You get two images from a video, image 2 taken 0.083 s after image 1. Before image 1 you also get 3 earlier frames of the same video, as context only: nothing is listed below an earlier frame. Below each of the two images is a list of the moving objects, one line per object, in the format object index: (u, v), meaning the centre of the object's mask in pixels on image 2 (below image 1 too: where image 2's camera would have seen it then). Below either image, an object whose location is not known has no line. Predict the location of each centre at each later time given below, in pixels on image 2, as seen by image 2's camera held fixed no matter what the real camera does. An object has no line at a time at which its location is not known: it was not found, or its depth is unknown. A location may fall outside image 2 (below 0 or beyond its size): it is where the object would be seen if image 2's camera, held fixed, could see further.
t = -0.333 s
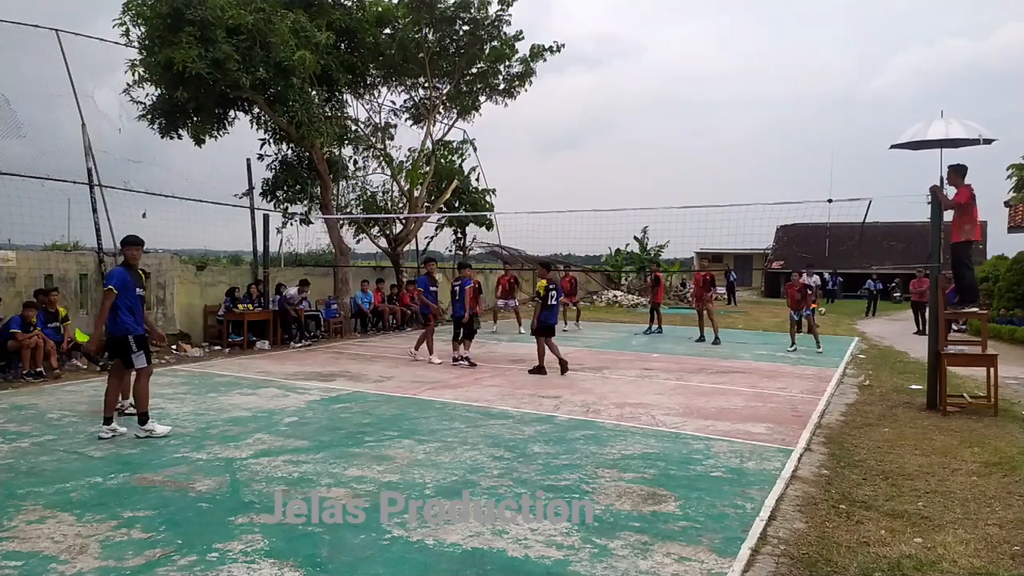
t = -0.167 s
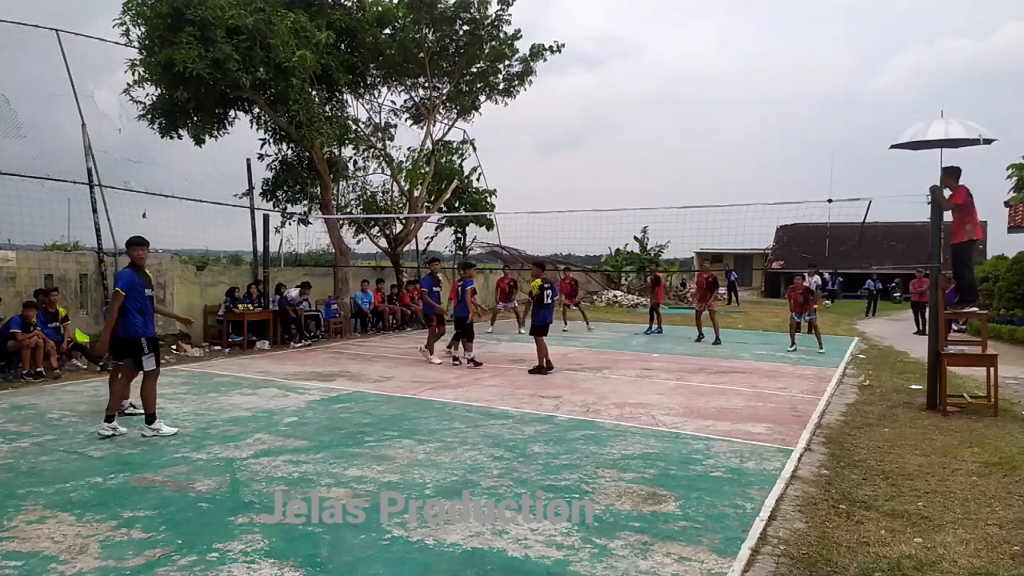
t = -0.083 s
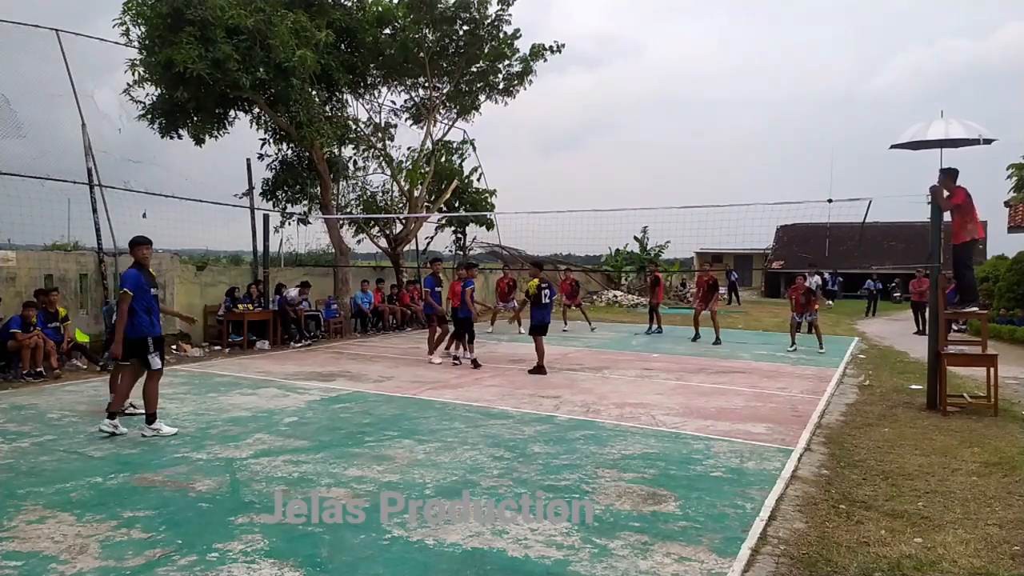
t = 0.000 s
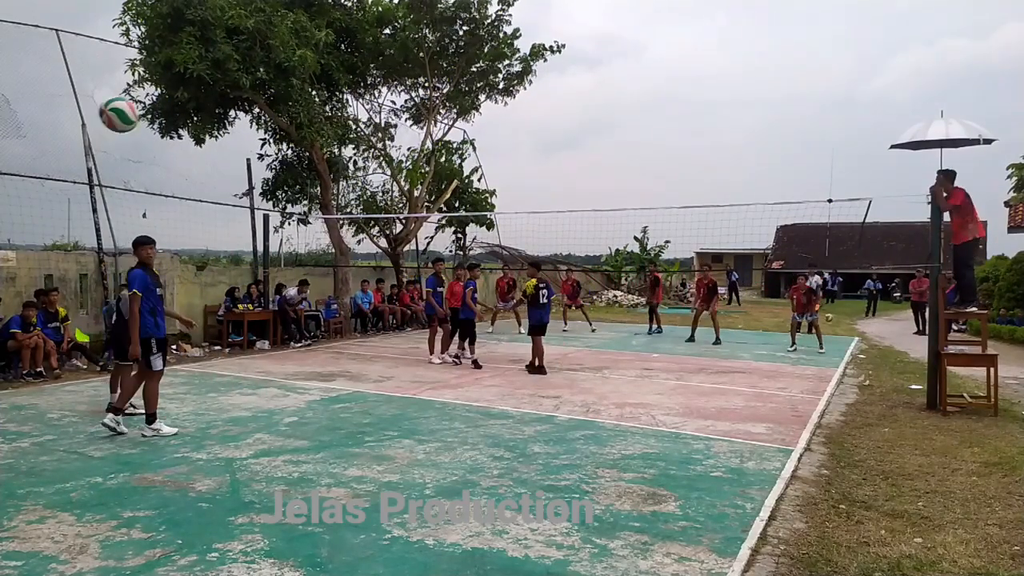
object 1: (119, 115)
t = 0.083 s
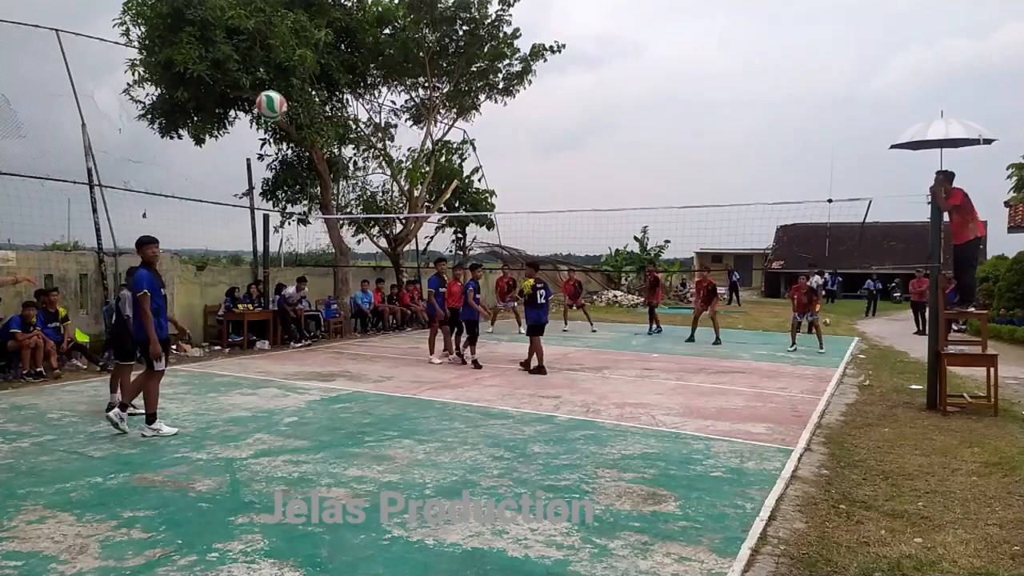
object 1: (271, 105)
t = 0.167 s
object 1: (377, 108)
